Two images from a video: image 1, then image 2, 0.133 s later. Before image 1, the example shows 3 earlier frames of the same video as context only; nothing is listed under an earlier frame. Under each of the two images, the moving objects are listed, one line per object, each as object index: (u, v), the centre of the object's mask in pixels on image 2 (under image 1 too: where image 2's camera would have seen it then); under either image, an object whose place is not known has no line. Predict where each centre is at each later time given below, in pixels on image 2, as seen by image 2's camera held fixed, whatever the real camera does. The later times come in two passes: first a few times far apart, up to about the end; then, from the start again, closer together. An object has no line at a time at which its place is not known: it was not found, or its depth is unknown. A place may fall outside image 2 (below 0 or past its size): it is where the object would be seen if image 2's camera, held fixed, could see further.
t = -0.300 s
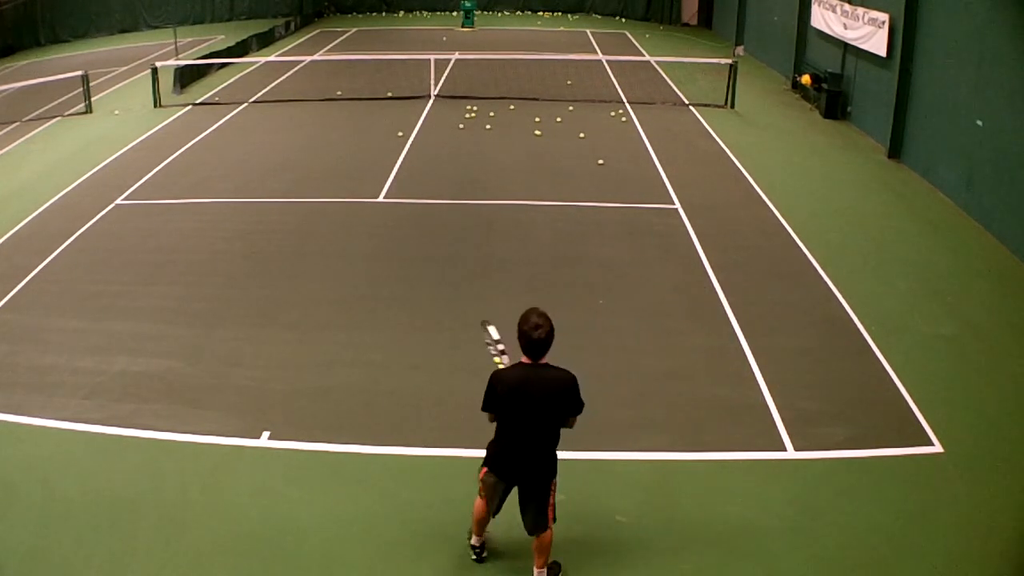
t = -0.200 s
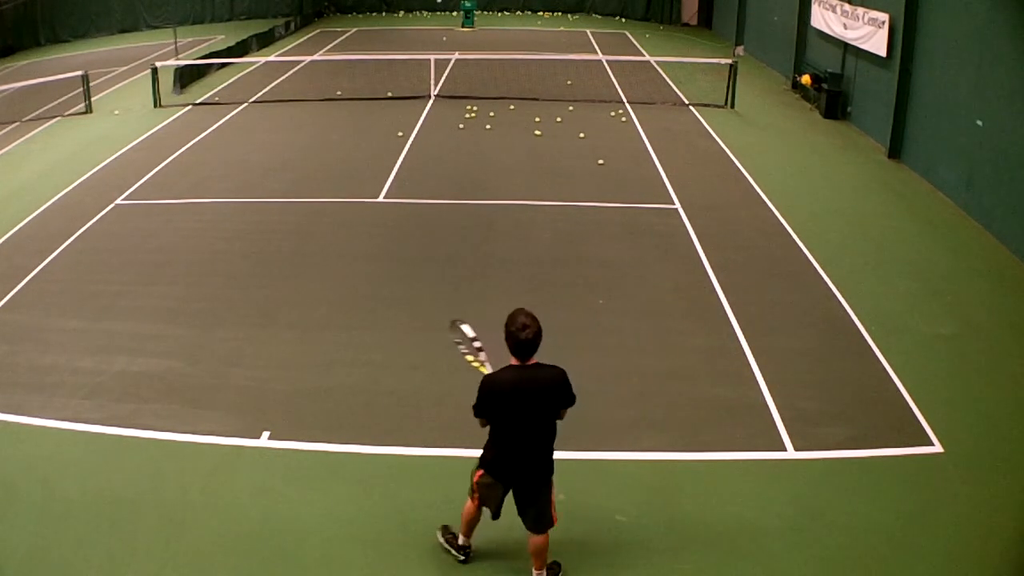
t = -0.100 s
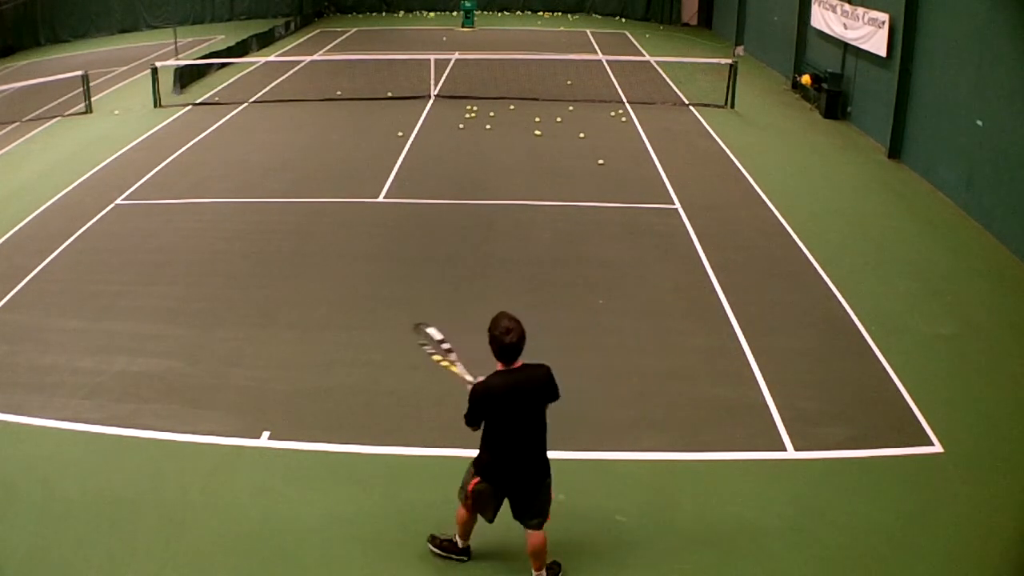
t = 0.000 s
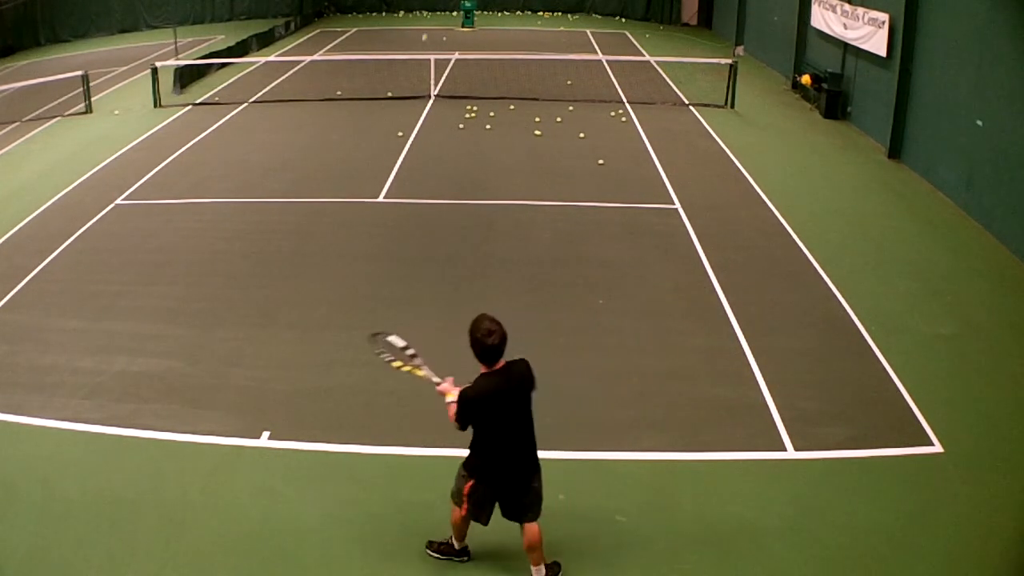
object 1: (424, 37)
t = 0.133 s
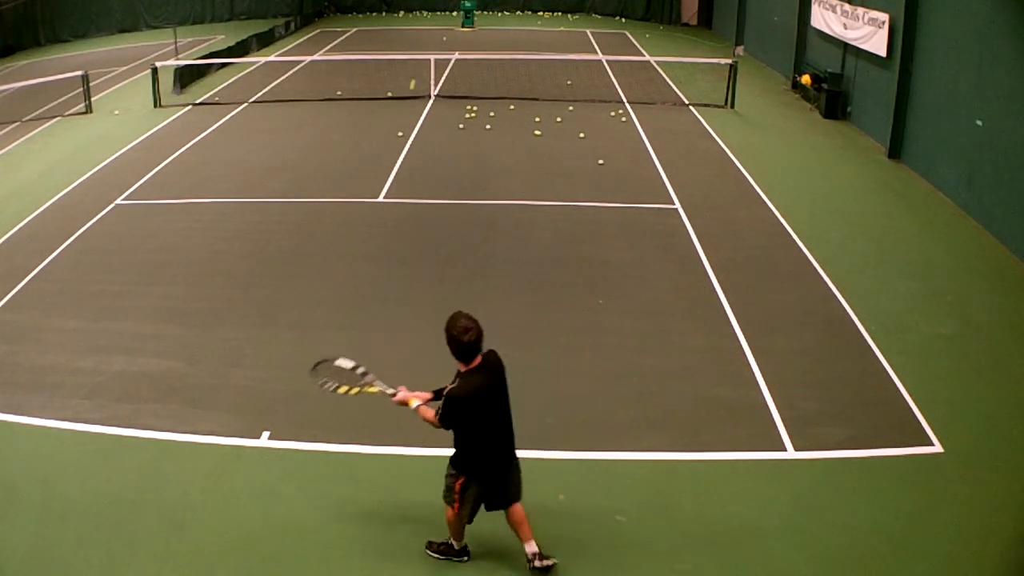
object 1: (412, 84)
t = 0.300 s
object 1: (394, 187)
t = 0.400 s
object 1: (382, 265)
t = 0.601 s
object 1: (358, 253)
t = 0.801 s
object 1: (325, 289)
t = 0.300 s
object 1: (394, 187)
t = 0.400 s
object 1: (382, 265)
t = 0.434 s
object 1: (378, 261)
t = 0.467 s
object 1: (374, 258)
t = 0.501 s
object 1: (370, 255)
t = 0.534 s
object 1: (366, 254)
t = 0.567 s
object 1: (362, 253)
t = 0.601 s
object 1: (358, 253)
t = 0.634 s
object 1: (352, 255)
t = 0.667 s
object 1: (347, 259)
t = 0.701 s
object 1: (342, 264)
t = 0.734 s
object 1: (337, 270)
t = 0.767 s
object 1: (331, 278)
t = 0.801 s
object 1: (325, 289)
